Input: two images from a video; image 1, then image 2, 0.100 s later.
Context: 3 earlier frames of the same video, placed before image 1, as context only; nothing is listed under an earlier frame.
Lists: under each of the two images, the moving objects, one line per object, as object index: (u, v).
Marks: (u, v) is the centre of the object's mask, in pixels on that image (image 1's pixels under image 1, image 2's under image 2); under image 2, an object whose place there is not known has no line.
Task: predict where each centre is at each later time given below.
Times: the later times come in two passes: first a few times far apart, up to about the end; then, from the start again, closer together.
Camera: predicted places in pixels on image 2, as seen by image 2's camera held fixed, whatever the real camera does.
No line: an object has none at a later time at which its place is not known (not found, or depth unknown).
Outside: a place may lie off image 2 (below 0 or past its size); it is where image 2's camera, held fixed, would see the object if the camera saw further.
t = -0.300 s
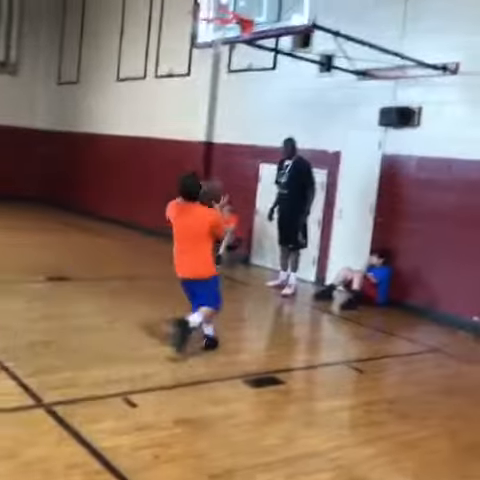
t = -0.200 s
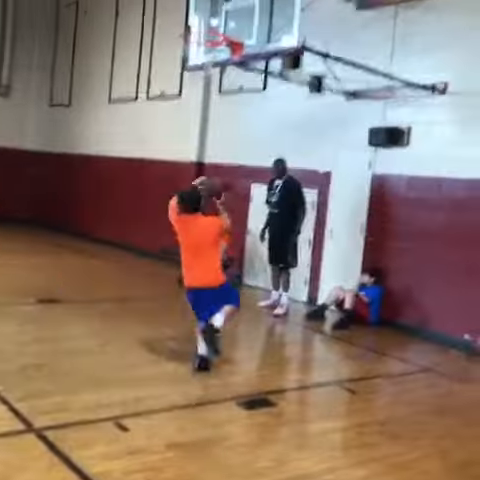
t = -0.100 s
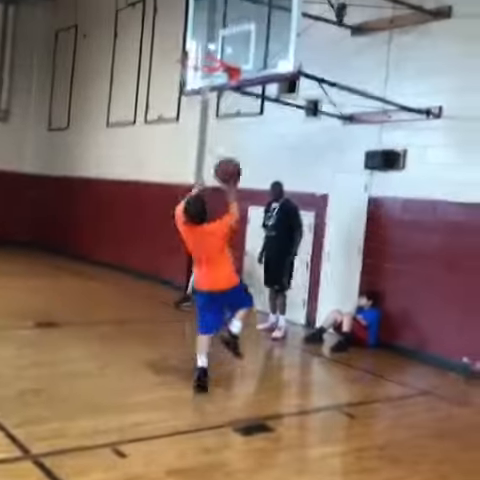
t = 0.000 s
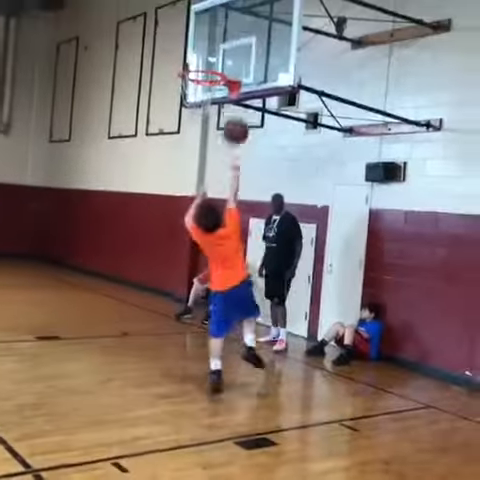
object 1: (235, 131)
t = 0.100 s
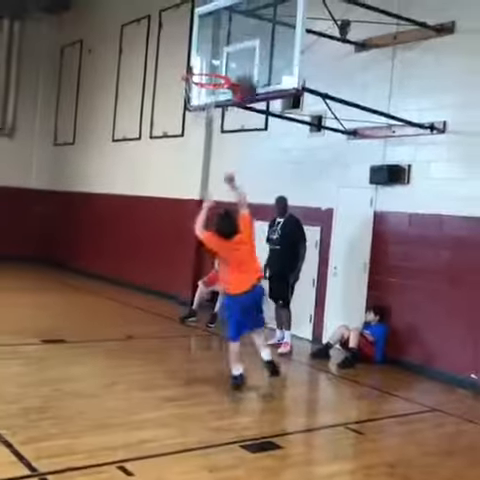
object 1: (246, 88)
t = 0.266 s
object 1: (250, 44)
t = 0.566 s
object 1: (233, 35)
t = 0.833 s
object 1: (196, 103)
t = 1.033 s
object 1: (190, 133)
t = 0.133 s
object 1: (246, 77)
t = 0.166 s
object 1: (247, 66)
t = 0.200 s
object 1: (248, 57)
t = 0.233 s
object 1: (249, 49)
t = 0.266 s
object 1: (250, 44)
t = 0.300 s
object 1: (252, 38)
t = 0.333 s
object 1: (252, 34)
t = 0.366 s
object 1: (252, 30)
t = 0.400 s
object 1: (252, 29)
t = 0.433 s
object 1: (250, 28)
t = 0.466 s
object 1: (246, 28)
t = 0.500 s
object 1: (242, 28)
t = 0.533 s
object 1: (238, 32)
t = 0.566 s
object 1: (233, 35)
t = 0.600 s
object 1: (229, 40)
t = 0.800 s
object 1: (200, 92)
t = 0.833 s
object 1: (196, 103)
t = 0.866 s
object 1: (194, 107)
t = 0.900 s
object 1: (194, 110)
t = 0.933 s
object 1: (193, 115)
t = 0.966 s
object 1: (192, 119)
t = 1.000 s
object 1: (191, 126)
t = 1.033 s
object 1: (190, 133)
